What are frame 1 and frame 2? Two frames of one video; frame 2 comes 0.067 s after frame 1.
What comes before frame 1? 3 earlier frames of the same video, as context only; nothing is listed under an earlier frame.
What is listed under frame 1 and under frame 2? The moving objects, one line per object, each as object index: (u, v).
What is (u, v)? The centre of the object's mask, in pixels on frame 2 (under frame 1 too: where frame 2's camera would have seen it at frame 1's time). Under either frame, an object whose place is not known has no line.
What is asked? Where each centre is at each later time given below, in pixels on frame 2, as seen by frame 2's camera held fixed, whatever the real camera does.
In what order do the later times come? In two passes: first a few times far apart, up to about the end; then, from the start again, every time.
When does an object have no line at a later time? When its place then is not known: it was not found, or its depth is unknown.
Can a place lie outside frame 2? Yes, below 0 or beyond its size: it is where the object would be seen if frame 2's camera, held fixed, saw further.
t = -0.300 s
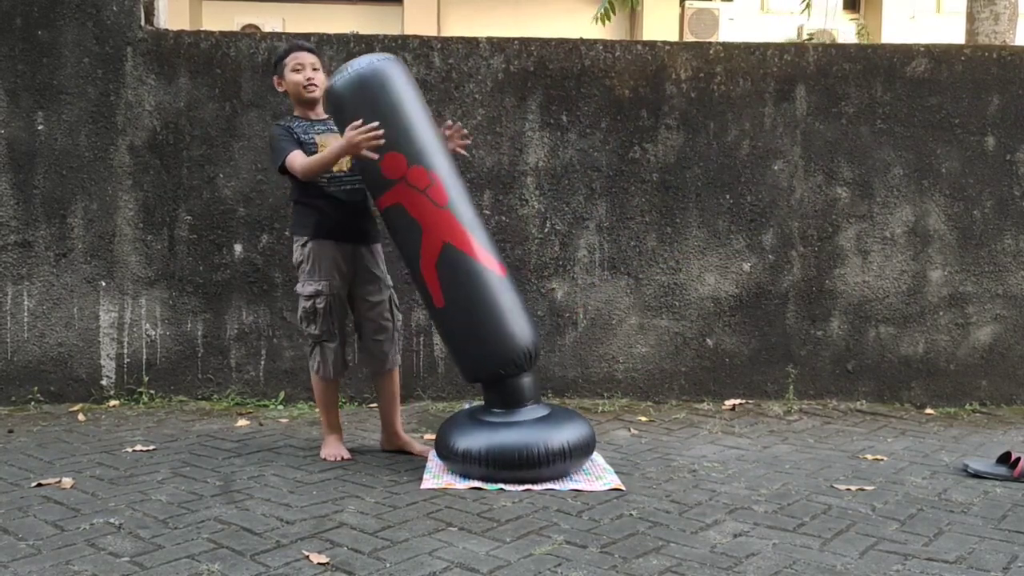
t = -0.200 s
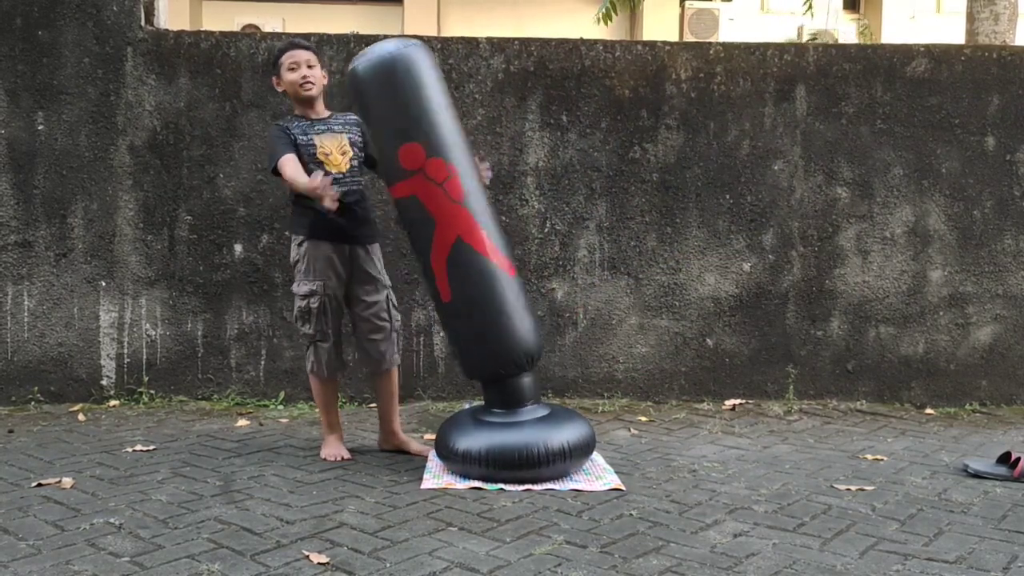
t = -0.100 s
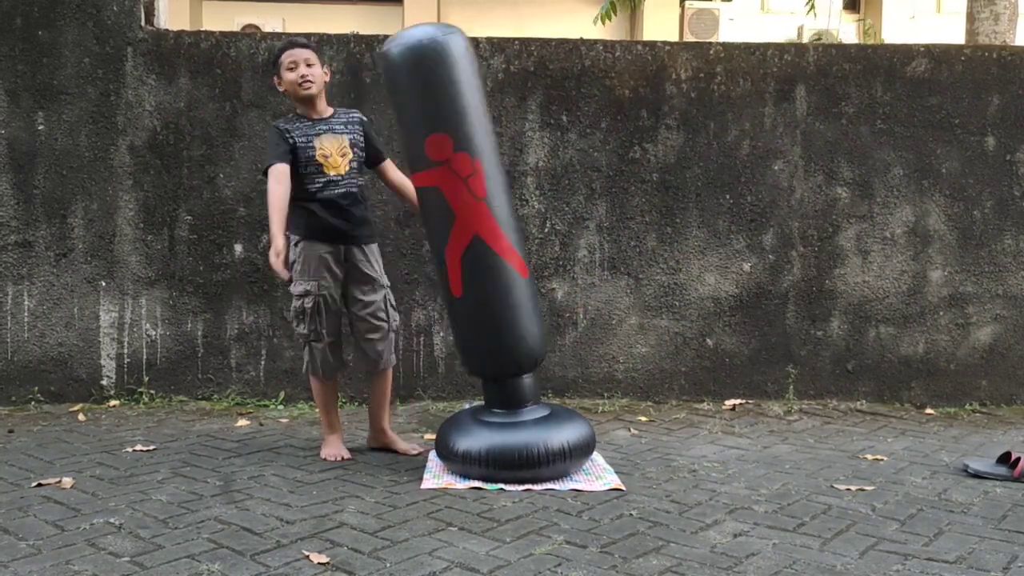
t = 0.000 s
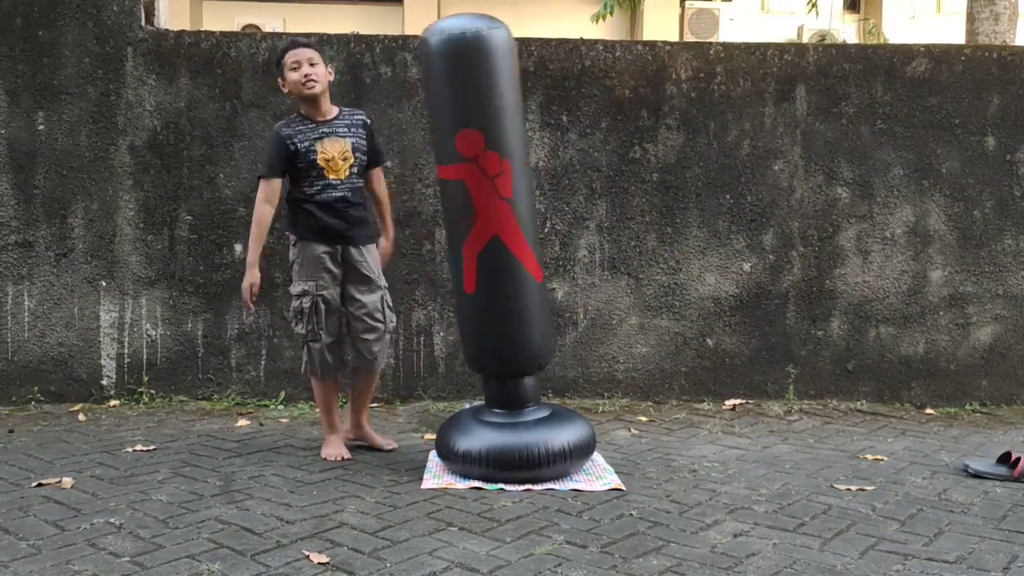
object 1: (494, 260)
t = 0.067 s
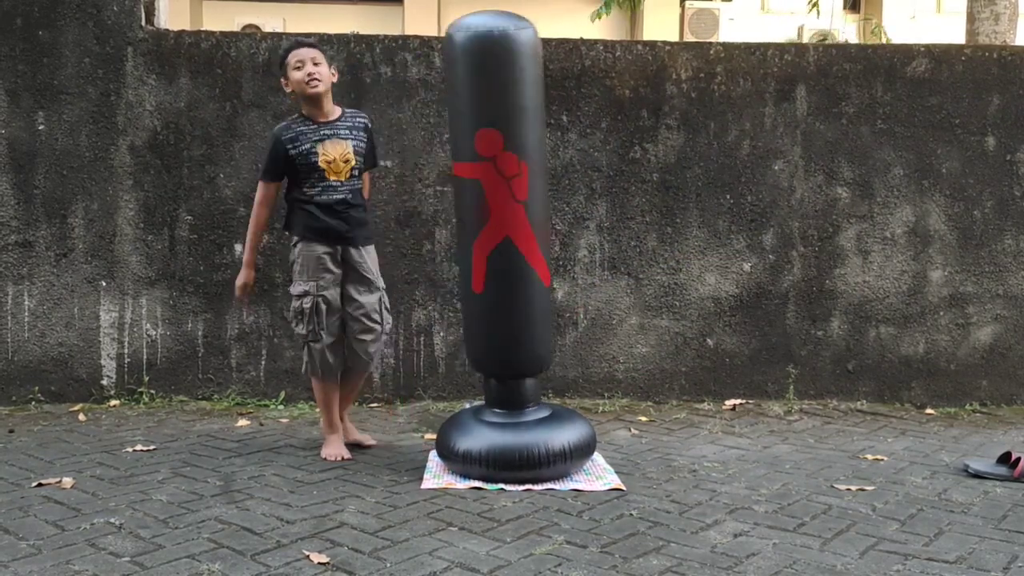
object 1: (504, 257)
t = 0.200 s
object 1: (518, 257)
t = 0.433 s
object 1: (512, 259)
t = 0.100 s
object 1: (509, 257)
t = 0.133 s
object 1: (513, 256)
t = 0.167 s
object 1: (516, 257)
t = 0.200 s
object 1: (518, 257)
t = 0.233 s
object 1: (519, 257)
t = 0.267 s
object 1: (519, 257)
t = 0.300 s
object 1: (519, 257)
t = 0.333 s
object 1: (518, 258)
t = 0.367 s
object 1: (517, 258)
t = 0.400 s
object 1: (515, 258)
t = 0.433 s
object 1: (512, 259)
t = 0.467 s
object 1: (509, 260)
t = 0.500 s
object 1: (506, 260)
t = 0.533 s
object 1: (503, 261)
